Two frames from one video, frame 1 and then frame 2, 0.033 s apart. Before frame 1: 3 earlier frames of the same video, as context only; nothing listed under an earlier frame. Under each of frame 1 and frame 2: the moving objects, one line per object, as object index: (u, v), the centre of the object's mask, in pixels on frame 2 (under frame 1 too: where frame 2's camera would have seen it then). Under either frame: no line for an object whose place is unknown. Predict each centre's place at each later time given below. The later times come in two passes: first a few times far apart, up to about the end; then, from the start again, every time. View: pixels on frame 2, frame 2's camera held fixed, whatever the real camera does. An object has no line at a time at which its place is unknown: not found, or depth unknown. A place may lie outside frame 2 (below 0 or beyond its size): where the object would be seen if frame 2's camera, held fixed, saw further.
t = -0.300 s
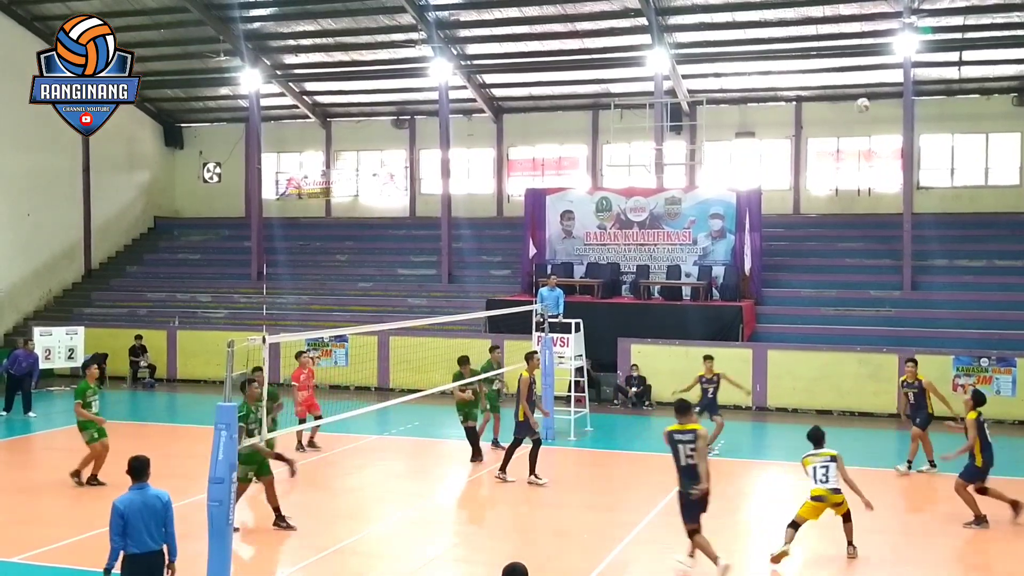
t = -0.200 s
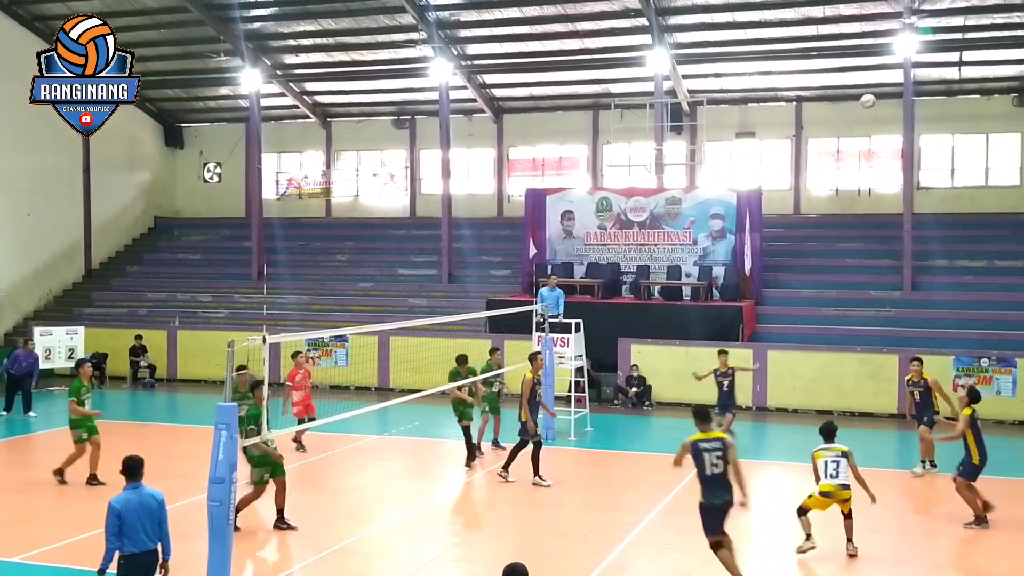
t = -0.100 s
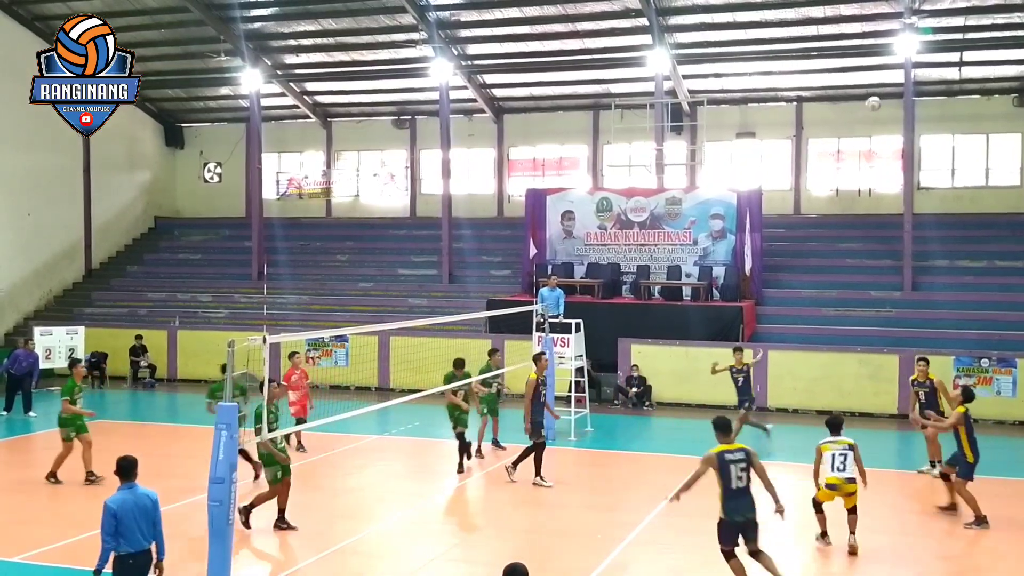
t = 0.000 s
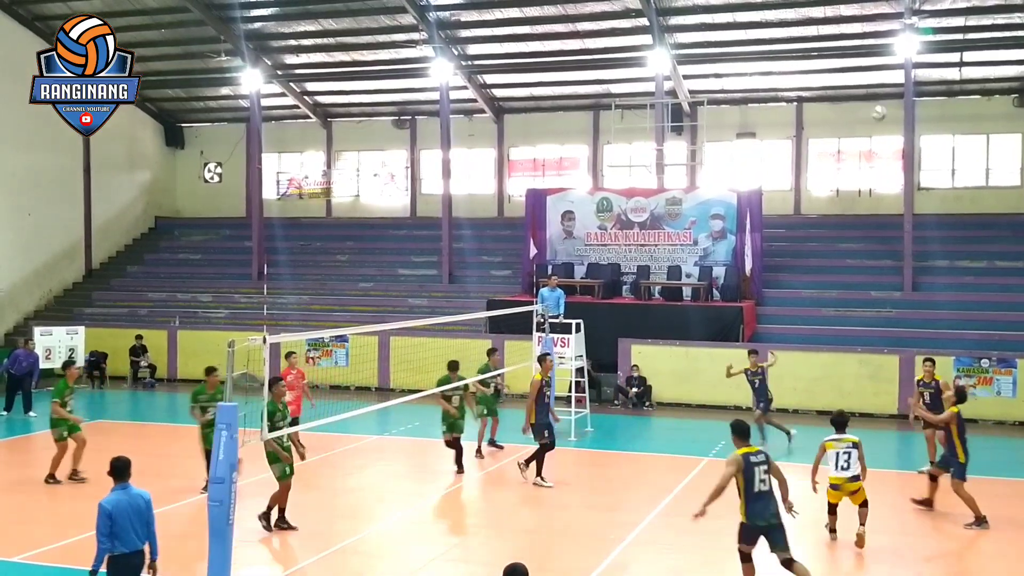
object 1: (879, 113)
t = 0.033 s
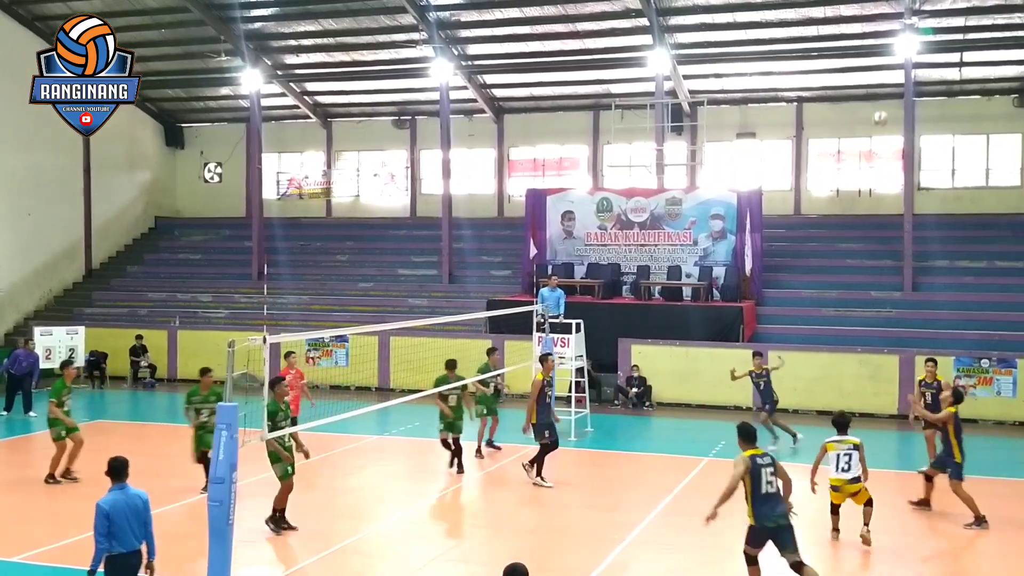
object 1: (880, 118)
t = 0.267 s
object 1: (891, 174)
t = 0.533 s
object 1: (899, 286)
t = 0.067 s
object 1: (882, 123)
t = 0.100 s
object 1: (883, 129)
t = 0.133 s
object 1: (885, 135)
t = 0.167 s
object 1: (887, 147)
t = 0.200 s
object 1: (888, 156)
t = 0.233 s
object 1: (890, 163)
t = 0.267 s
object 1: (891, 174)
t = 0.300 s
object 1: (893, 186)
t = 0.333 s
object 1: (892, 197)
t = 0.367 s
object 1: (894, 209)
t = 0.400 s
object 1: (895, 223)
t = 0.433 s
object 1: (896, 237)
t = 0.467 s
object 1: (897, 252)
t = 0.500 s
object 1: (899, 269)
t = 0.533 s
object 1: (899, 286)
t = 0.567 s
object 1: (901, 303)
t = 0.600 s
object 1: (902, 322)
